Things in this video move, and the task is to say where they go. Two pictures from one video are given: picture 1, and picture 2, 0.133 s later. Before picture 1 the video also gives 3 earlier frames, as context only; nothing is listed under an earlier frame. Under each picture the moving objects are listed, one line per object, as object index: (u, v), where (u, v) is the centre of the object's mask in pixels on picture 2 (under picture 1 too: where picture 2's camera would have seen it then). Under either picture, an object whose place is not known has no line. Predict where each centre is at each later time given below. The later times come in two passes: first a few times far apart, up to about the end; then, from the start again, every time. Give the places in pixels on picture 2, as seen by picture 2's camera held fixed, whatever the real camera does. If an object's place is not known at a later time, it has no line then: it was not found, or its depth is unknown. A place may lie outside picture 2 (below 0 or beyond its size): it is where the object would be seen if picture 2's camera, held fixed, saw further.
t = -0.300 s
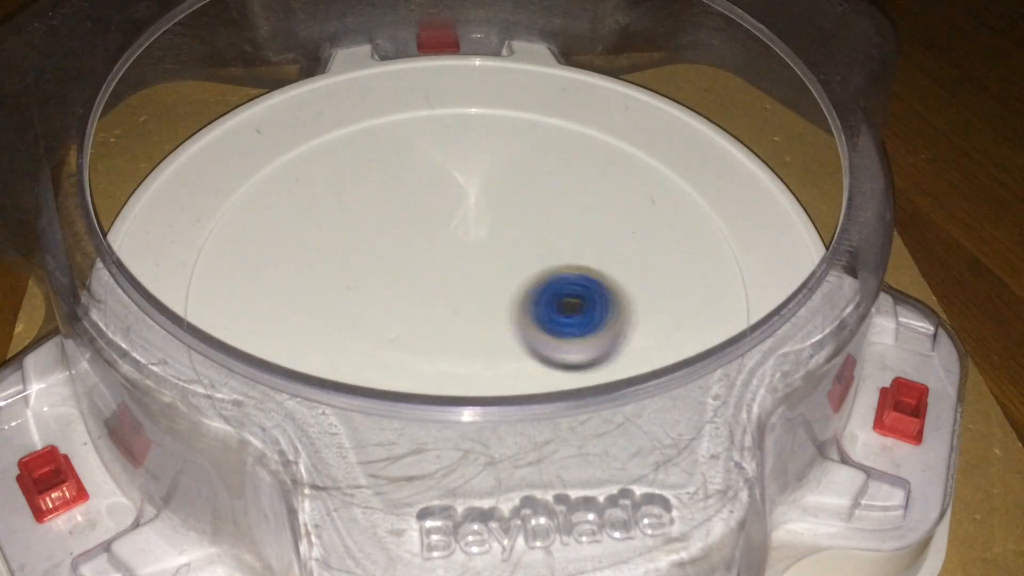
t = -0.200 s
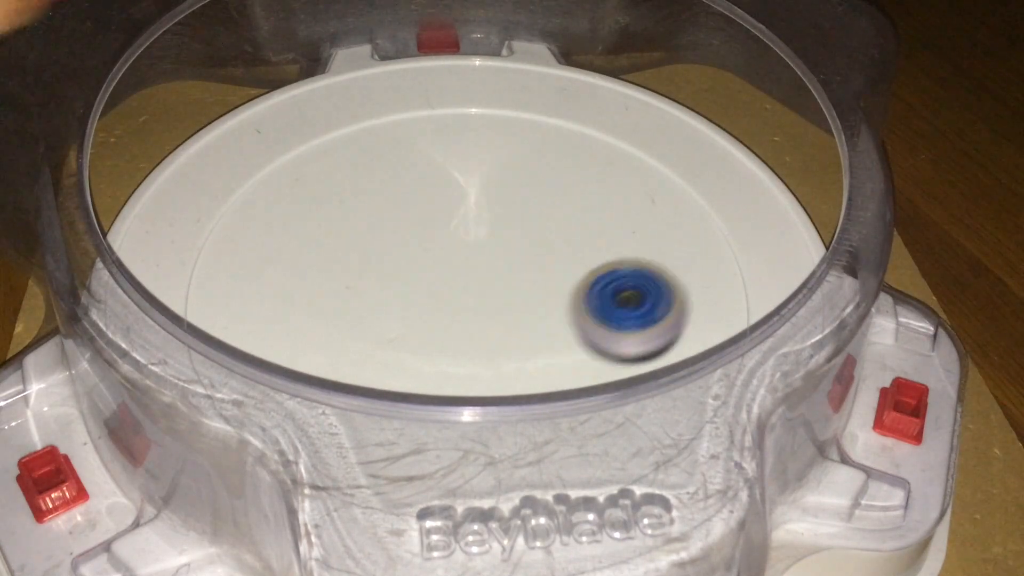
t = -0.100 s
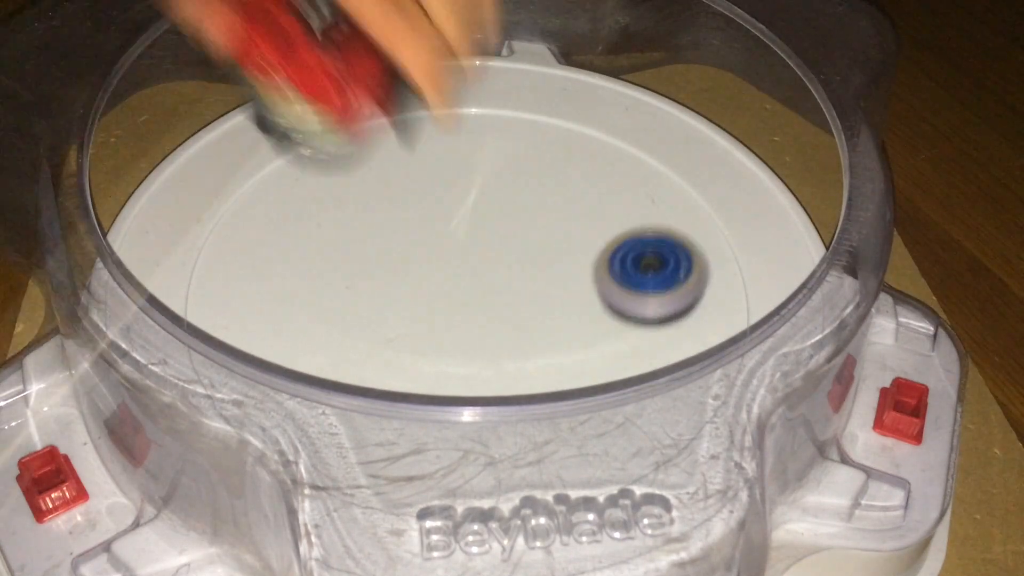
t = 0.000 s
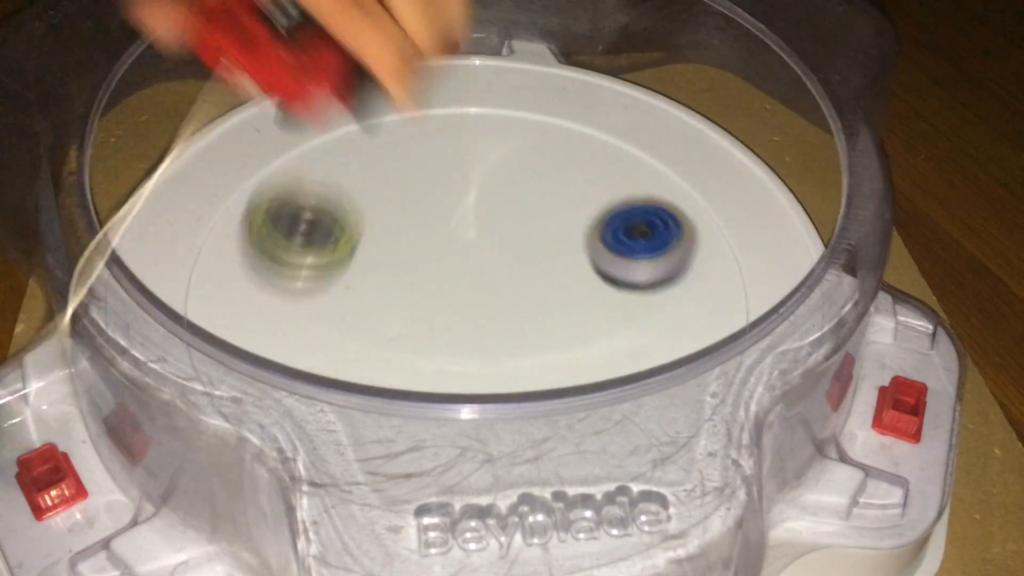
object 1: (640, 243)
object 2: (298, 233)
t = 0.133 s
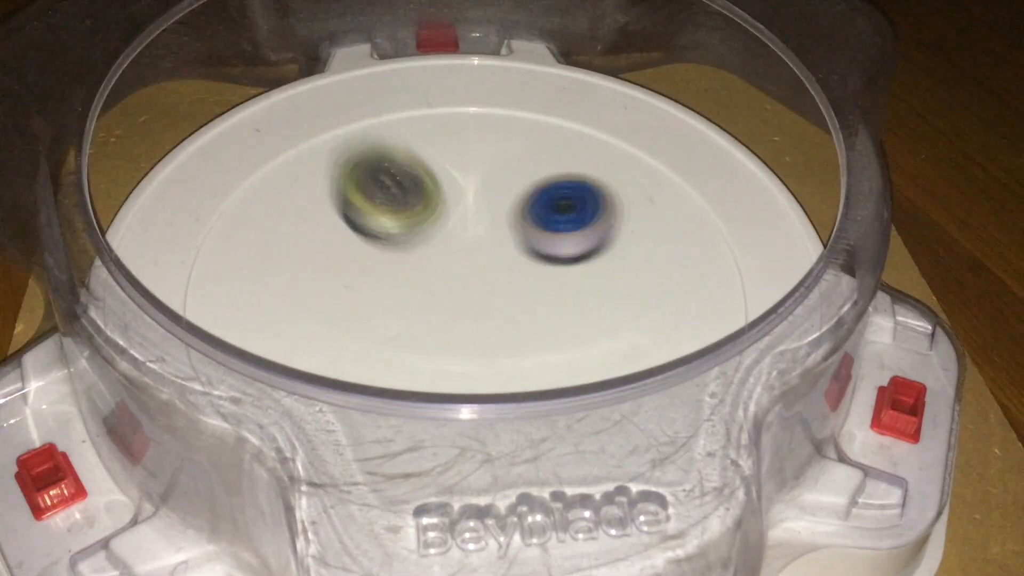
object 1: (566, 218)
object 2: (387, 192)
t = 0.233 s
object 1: (513, 241)
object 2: (438, 168)
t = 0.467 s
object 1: (472, 359)
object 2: (479, 154)
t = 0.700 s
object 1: (602, 412)
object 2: (486, 235)
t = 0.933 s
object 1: (638, 314)
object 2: (482, 327)
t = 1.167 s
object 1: (435, 253)
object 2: (486, 338)
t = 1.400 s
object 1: (262, 327)
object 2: (527, 263)
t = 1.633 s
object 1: (357, 433)
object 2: (570, 187)
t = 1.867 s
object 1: (512, 350)
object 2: (549, 150)
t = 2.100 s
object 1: (402, 241)
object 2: (512, 161)
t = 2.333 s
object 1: (264, 268)
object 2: (535, 149)
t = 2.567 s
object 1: (305, 325)
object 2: (511, 280)
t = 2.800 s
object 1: (436, 306)
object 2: (593, 380)
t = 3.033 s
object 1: (475, 198)
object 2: (611, 331)
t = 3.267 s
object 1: (411, 157)
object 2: (546, 249)
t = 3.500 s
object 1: (375, 192)
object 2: (434, 285)
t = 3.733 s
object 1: (437, 260)
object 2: (424, 399)
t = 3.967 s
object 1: (532, 269)
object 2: (614, 404)
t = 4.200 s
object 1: (534, 228)
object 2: (658, 231)
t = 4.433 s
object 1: (415, 252)
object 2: (498, 187)
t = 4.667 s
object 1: (407, 365)
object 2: (305, 261)
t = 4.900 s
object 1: (503, 372)
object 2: (435, 465)
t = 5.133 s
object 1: (534, 309)
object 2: (719, 291)
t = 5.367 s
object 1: (404, 272)
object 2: (490, 126)
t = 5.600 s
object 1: (343, 306)
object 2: (197, 230)
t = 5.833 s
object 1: (388, 333)
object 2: (426, 463)
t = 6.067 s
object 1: (457, 296)
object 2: (673, 272)
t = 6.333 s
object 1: (395, 205)
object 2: (262, 151)
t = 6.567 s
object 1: (460, 289)
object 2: (632, 343)
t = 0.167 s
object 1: (543, 221)
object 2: (412, 193)
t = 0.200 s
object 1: (523, 228)
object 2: (431, 176)
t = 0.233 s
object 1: (513, 241)
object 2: (438, 168)
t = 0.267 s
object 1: (501, 255)
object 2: (446, 164)
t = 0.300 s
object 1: (489, 270)
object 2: (453, 155)
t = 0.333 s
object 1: (477, 287)
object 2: (460, 150)
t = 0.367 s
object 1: (468, 306)
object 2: (466, 147)
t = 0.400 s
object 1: (465, 326)
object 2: (471, 147)
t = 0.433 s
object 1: (466, 345)
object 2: (476, 148)
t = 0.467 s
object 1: (472, 359)
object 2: (479, 154)
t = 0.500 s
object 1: (483, 368)
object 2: (482, 160)
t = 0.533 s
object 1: (497, 393)
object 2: (484, 168)
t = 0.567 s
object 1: (516, 403)
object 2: (486, 179)
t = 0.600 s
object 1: (538, 419)
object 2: (487, 192)
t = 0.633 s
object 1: (559, 417)
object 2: (487, 206)
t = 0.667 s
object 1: (582, 416)
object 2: (486, 219)
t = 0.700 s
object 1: (602, 412)
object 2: (486, 235)
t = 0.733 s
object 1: (620, 403)
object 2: (485, 252)
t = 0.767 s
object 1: (633, 383)
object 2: (484, 268)
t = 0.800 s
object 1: (644, 375)
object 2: (483, 283)
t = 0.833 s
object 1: (649, 357)
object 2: (483, 295)
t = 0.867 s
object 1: (646, 337)
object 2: (483, 307)
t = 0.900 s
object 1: (647, 328)
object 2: (482, 319)
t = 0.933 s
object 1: (638, 314)
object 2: (482, 327)
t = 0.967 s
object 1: (621, 297)
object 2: (481, 337)
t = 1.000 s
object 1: (597, 283)
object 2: (480, 343)
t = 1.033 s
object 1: (569, 271)
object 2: (480, 344)
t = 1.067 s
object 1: (540, 262)
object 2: (481, 344)
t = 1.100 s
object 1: (508, 255)
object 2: (482, 345)
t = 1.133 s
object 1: (472, 252)
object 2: (484, 342)
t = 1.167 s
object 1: (435, 253)
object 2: (486, 338)
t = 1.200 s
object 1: (402, 257)
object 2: (489, 328)
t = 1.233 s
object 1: (369, 264)
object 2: (492, 321)
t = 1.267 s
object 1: (337, 274)
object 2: (498, 311)
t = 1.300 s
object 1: (310, 286)
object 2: (504, 300)
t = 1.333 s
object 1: (286, 301)
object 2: (511, 287)
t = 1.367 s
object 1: (268, 315)
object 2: (519, 276)
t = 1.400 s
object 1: (262, 327)
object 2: (527, 263)
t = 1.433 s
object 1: (246, 357)
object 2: (535, 251)
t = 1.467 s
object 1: (245, 379)
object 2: (544, 237)
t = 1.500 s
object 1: (261, 394)
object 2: (551, 227)
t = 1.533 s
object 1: (282, 410)
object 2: (557, 216)
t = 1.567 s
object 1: (306, 419)
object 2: (563, 206)
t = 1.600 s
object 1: (332, 428)
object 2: (567, 196)
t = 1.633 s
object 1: (357, 433)
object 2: (570, 187)
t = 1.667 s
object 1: (385, 436)
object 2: (571, 179)
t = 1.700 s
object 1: (412, 434)
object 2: (571, 172)
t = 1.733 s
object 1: (444, 423)
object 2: (568, 166)
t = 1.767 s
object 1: (470, 406)
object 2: (565, 161)
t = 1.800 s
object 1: (491, 388)
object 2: (561, 157)
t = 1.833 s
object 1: (504, 364)
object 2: (556, 153)
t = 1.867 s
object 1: (512, 350)
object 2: (549, 150)
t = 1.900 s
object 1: (513, 330)
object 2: (542, 148)
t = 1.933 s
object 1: (510, 308)
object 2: (535, 146)
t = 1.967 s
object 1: (501, 286)
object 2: (525, 145)
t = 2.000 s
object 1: (487, 266)
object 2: (514, 149)
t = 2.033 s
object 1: (468, 247)
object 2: (503, 160)
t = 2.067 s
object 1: (437, 242)
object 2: (503, 164)
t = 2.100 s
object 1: (402, 241)
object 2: (512, 161)
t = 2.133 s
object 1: (368, 239)
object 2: (522, 160)
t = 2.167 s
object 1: (338, 237)
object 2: (532, 157)
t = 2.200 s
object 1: (316, 240)
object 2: (539, 155)
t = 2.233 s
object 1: (298, 244)
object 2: (543, 153)
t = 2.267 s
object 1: (283, 251)
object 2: (544, 151)
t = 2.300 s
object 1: (272, 259)
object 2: (542, 149)
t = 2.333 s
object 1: (264, 268)
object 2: (535, 149)
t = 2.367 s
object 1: (260, 277)
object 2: (524, 155)
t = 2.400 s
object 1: (260, 286)
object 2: (513, 167)
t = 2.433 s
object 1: (262, 294)
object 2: (506, 185)
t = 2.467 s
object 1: (268, 303)
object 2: (502, 207)
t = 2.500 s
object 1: (277, 310)
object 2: (502, 231)
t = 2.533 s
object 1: (289, 318)
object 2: (504, 255)
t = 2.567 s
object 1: (305, 325)
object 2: (511, 280)
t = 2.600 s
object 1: (322, 330)
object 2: (519, 303)
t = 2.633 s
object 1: (342, 331)
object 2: (531, 324)
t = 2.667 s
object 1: (362, 332)
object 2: (543, 340)
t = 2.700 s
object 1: (382, 329)
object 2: (555, 349)
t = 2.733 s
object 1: (401, 324)
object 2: (567, 354)
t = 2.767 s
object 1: (420, 316)
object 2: (582, 373)
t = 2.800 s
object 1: (436, 306)
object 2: (593, 380)
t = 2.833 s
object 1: (451, 293)
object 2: (603, 382)
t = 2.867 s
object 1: (462, 279)
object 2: (610, 379)
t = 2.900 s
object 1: (472, 265)
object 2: (615, 373)
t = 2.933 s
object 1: (479, 248)
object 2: (616, 362)
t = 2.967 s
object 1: (482, 231)
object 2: (613, 344)
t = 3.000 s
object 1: (480, 215)
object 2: (613, 338)
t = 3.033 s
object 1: (475, 198)
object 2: (611, 331)
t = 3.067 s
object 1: (467, 185)
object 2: (606, 318)
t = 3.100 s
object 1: (458, 175)
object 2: (599, 304)
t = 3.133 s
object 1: (448, 167)
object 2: (591, 289)
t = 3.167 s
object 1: (438, 162)
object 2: (582, 276)
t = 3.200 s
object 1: (428, 159)
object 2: (571, 265)
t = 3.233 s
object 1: (419, 157)
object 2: (559, 255)
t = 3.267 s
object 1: (411, 157)
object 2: (546, 249)
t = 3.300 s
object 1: (404, 158)
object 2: (532, 245)
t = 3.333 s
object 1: (396, 161)
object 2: (516, 245)
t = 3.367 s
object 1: (390, 164)
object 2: (499, 247)
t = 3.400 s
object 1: (385, 169)
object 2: (482, 253)
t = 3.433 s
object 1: (380, 175)
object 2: (466, 261)
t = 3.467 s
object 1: (376, 183)
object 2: (449, 272)
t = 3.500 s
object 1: (375, 192)
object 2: (434, 285)
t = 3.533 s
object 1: (375, 202)
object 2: (421, 301)
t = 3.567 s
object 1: (378, 213)
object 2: (411, 318)
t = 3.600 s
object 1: (384, 224)
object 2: (404, 336)
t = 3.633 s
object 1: (393, 234)
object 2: (403, 349)
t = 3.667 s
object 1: (406, 244)
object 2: (407, 358)
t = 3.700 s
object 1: (421, 253)
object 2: (413, 384)
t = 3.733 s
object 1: (437, 260)
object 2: (424, 399)
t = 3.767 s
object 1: (453, 264)
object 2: (444, 422)
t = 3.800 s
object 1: (468, 269)
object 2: (463, 427)
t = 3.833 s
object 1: (483, 271)
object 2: (489, 432)
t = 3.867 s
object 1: (497, 272)
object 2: (517, 433)
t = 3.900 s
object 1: (510, 272)
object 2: (548, 430)
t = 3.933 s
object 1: (522, 271)
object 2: (582, 420)
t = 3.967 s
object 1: (532, 269)
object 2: (614, 404)
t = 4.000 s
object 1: (543, 266)
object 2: (638, 375)
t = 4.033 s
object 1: (552, 263)
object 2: (659, 349)
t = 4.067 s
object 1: (559, 259)
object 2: (670, 321)
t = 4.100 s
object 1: (564, 255)
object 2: (671, 295)
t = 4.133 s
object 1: (557, 246)
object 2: (670, 268)
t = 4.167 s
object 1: (545, 236)
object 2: (669, 248)
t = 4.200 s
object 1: (534, 228)
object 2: (658, 231)
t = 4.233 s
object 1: (523, 221)
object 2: (639, 216)
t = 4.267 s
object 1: (501, 217)
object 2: (624, 201)
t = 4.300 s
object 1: (475, 217)
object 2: (613, 191)
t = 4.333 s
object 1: (454, 222)
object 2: (594, 184)
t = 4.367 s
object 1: (436, 229)
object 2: (570, 182)
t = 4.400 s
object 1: (423, 240)
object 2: (536, 182)
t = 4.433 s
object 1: (415, 252)
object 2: (498, 187)
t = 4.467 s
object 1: (404, 273)
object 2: (460, 192)
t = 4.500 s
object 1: (391, 296)
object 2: (433, 190)
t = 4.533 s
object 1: (382, 318)
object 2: (405, 194)
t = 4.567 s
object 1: (380, 336)
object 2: (377, 204)
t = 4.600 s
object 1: (384, 350)
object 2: (350, 217)
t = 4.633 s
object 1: (394, 358)
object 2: (325, 238)
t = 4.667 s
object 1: (407, 365)
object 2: (305, 261)
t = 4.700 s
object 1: (418, 386)
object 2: (291, 289)
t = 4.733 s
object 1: (432, 392)
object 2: (287, 319)
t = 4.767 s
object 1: (445, 396)
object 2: (299, 339)
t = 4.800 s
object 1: (458, 397)
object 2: (310, 381)
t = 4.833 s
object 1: (470, 398)
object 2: (335, 429)
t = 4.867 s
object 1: (487, 389)
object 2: (381, 460)
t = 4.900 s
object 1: (503, 372)
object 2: (435, 465)
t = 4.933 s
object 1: (522, 365)
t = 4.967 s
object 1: (535, 359)
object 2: (561, 454)
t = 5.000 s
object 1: (545, 354)
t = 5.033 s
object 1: (549, 344)
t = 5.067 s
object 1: (548, 333)
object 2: (697, 377)
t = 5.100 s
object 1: (544, 321)
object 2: (703, 321)
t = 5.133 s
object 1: (534, 309)
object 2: (719, 291)
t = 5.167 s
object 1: (520, 299)
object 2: (713, 257)
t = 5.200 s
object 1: (501, 290)
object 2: (692, 223)
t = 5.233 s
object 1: (482, 281)
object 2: (664, 195)
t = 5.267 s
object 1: (463, 276)
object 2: (626, 169)
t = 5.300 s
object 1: (443, 272)
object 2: (585, 150)
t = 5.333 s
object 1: (423, 271)
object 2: (537, 135)
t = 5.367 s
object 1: (404, 272)
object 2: (490, 126)
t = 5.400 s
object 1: (389, 274)
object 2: (444, 122)
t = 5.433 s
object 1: (376, 277)
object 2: (395, 124)
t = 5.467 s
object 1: (364, 281)
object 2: (347, 133)
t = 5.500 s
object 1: (356, 287)
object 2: (301, 146)
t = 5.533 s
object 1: (349, 293)
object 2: (255, 166)
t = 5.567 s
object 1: (344, 299)
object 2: (217, 189)
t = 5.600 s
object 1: (343, 306)
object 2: (197, 230)
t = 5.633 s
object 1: (344, 312)
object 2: (196, 268)
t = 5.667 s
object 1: (348, 318)
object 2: (203, 307)
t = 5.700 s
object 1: (354, 324)
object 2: (220, 356)
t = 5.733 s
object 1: (362, 328)
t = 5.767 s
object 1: (370, 331)
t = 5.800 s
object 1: (379, 333)
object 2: (367, 461)
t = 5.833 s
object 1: (388, 333)
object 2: (426, 463)
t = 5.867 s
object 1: (398, 334)
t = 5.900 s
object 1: (408, 332)
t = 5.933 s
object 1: (418, 329)
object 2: (606, 418)
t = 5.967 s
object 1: (429, 324)
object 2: (634, 376)
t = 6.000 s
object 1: (440, 317)
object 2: (653, 335)
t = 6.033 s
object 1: (450, 308)
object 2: (672, 309)
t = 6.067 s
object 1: (457, 296)
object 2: (673, 272)
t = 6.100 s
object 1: (460, 284)
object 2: (662, 238)
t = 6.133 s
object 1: (460, 272)
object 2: (644, 206)
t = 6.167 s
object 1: (459, 261)
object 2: (618, 177)
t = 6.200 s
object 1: (455, 250)
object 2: (587, 152)
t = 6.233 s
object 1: (443, 229)
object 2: (508, 115)
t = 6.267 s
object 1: (426, 215)
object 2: (421, 101)
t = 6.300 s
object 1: (410, 207)
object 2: (332, 109)
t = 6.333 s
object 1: (395, 205)
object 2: (262, 151)
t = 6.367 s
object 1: (382, 210)
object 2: (209, 209)
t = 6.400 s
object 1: (373, 221)
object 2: (201, 279)
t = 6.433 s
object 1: (374, 239)
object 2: (237, 360)
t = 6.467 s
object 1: (387, 258)
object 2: (332, 425)
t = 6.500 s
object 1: (406, 273)
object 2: (454, 441)
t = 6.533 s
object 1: (430, 283)
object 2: (567, 415)
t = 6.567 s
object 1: (460, 289)
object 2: (632, 343)
